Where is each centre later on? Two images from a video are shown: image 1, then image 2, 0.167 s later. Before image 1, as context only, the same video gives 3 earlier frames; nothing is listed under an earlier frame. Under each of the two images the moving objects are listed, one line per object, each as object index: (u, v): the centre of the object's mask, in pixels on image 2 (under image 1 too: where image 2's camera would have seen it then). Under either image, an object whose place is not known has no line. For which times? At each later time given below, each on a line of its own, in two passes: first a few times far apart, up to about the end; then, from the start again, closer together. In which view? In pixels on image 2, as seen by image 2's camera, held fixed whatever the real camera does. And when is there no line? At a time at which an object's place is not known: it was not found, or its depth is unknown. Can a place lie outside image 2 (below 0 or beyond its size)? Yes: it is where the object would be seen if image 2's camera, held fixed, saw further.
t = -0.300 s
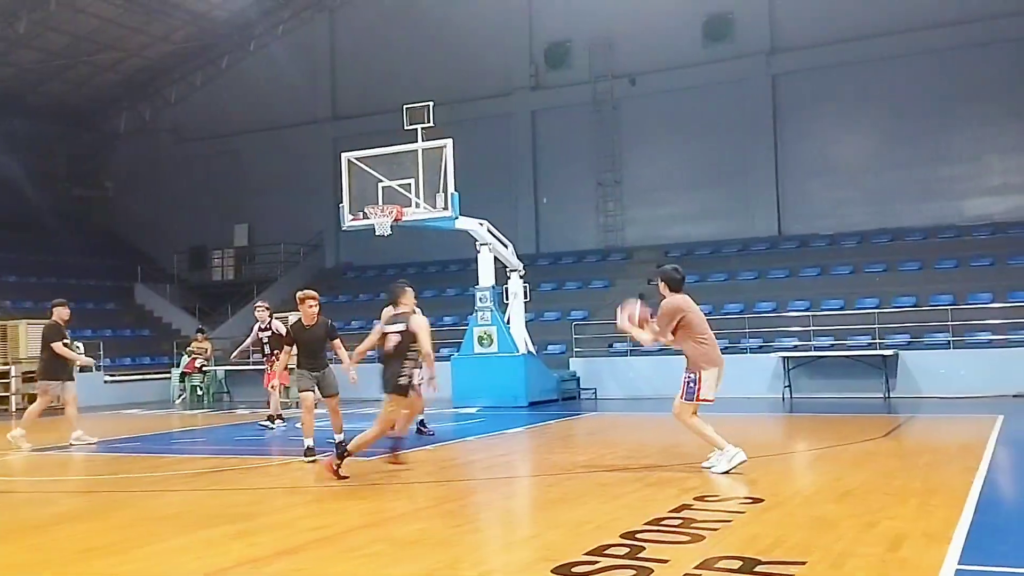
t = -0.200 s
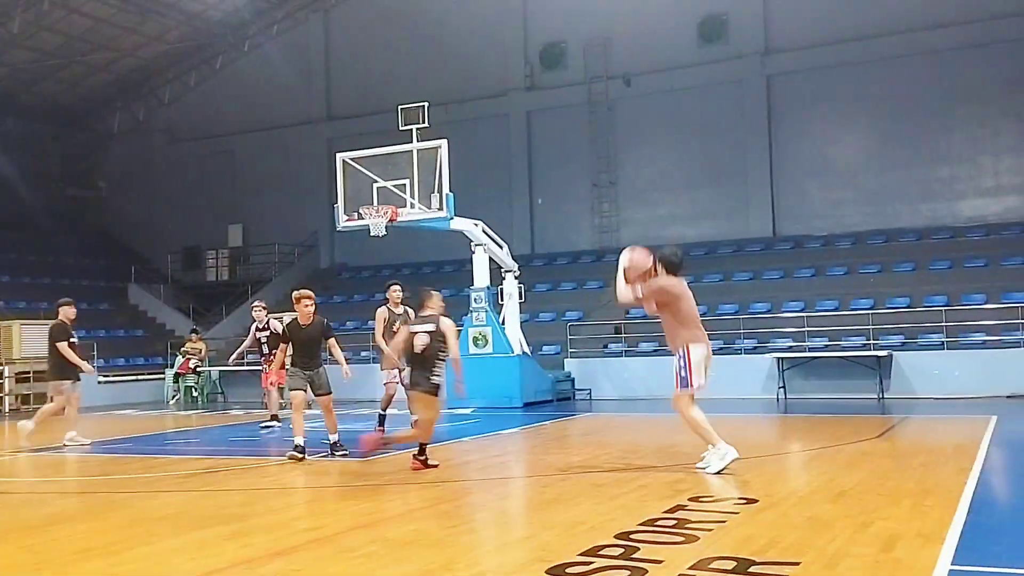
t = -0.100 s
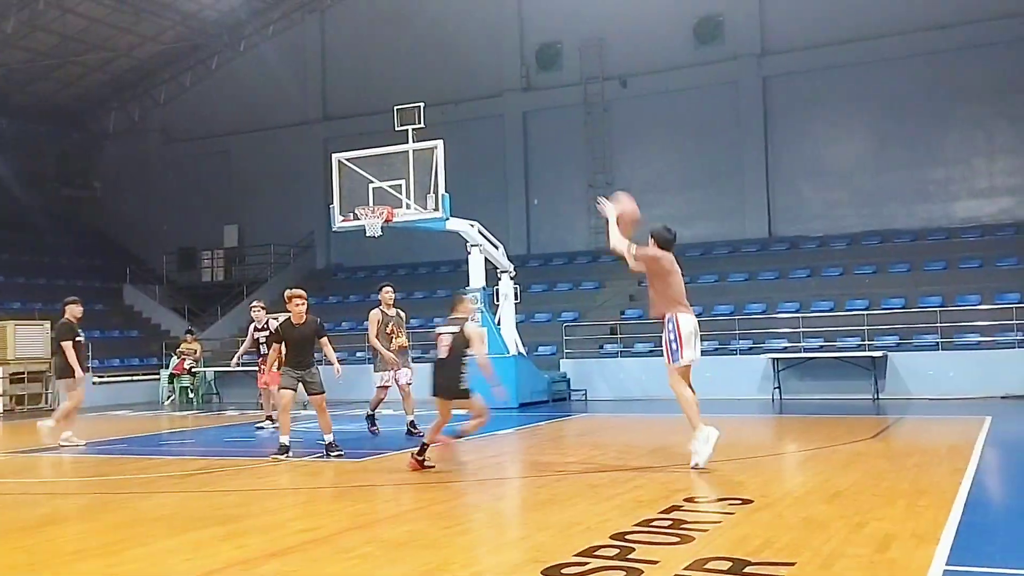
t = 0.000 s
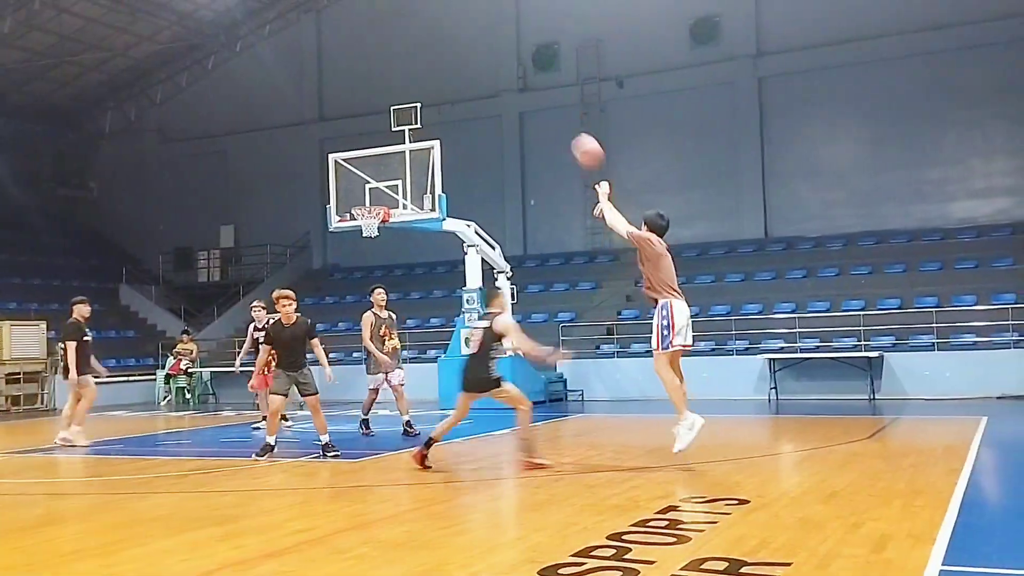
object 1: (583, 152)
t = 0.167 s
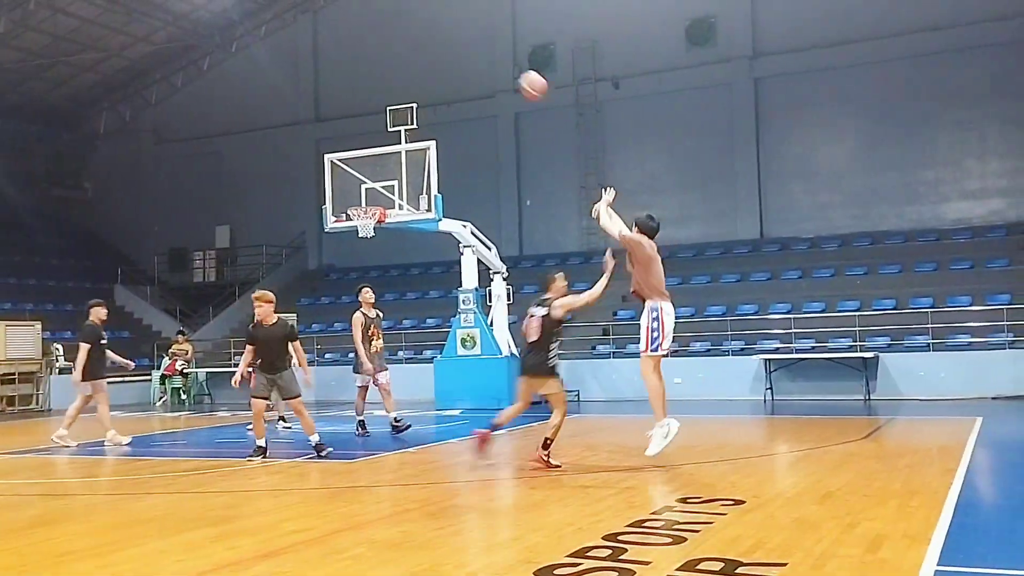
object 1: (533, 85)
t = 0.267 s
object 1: (507, 63)
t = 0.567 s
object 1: (444, 55)
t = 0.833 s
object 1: (401, 106)
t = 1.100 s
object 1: (371, 194)
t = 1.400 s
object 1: (365, 236)
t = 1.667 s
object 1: (368, 262)
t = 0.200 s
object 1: (524, 76)
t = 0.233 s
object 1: (515, 69)
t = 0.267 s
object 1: (507, 63)
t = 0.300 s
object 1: (499, 58)
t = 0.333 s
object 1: (491, 53)
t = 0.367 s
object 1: (483, 50)
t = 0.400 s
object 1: (476, 49)
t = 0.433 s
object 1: (469, 49)
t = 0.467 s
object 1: (462, 49)
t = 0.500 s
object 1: (456, 50)
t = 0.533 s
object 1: (449, 53)
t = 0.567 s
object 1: (444, 55)
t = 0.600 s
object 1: (437, 59)
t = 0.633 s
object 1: (432, 64)
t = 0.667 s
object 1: (426, 69)
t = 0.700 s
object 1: (421, 75)
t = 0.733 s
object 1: (416, 82)
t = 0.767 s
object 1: (411, 89)
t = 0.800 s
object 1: (407, 96)
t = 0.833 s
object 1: (401, 106)
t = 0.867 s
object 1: (398, 117)
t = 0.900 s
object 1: (393, 125)
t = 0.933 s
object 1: (389, 135)
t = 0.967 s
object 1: (385, 145)
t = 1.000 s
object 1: (380, 158)
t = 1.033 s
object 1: (377, 168)
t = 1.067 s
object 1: (374, 179)
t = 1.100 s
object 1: (371, 194)
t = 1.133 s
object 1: (367, 203)
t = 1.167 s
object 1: (364, 213)
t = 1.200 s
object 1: (364, 227)
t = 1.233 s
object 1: (363, 222)
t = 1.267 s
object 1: (363, 222)
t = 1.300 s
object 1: (364, 225)
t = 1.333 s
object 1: (368, 228)
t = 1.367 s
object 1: (369, 231)
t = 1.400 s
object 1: (365, 236)
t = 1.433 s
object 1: (364, 237)
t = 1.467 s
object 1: (366, 238)
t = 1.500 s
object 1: (366, 239)
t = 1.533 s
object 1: (367, 241)
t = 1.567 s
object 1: (367, 245)
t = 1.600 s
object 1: (368, 250)
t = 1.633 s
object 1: (368, 256)
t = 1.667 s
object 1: (368, 262)
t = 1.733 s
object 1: (370, 279)
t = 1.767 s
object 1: (370, 286)
